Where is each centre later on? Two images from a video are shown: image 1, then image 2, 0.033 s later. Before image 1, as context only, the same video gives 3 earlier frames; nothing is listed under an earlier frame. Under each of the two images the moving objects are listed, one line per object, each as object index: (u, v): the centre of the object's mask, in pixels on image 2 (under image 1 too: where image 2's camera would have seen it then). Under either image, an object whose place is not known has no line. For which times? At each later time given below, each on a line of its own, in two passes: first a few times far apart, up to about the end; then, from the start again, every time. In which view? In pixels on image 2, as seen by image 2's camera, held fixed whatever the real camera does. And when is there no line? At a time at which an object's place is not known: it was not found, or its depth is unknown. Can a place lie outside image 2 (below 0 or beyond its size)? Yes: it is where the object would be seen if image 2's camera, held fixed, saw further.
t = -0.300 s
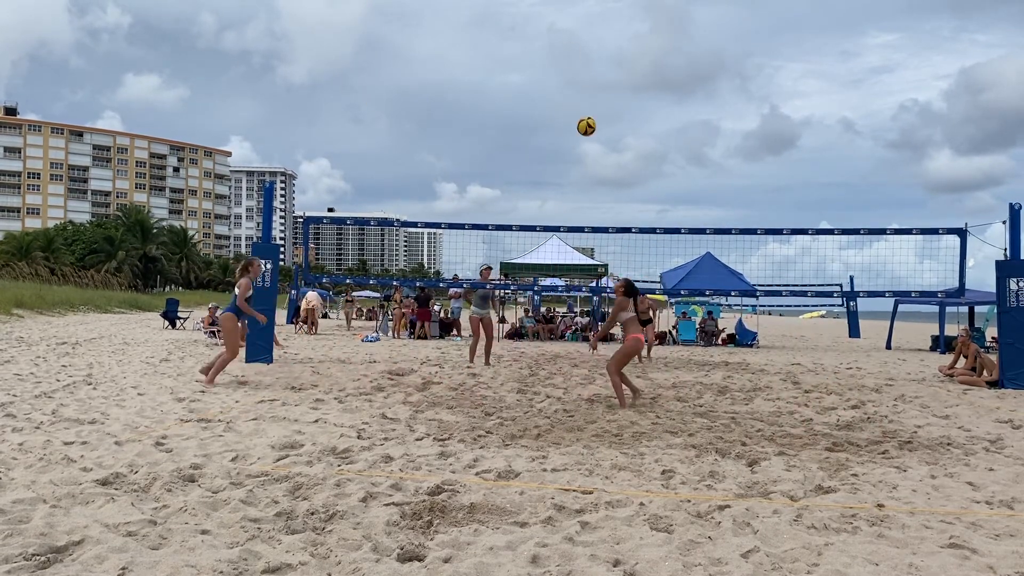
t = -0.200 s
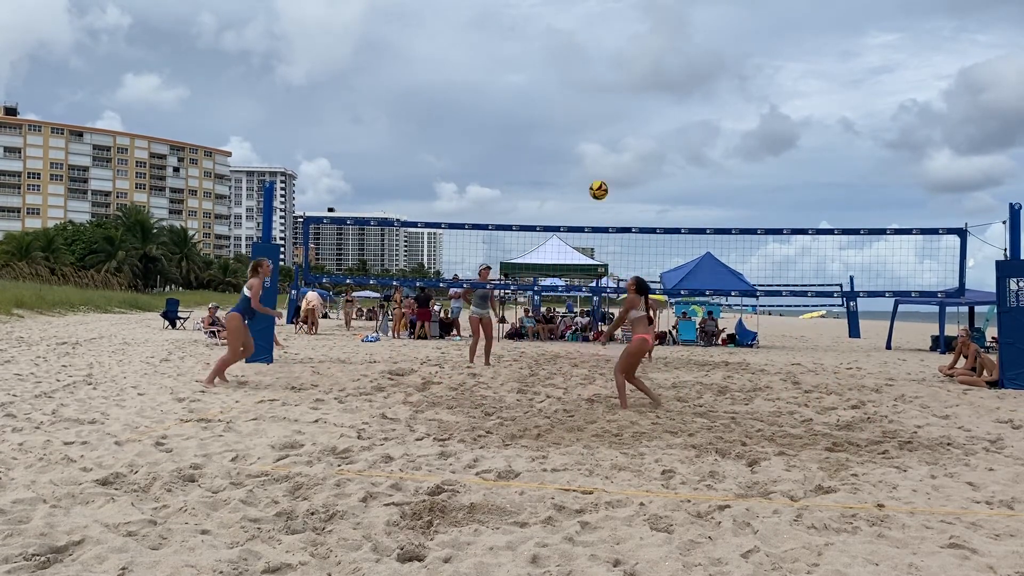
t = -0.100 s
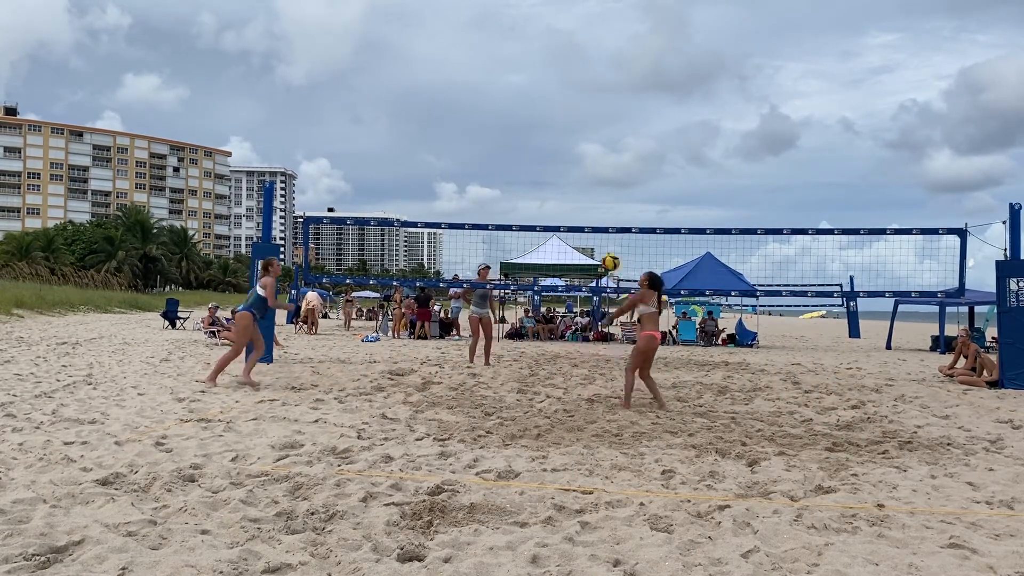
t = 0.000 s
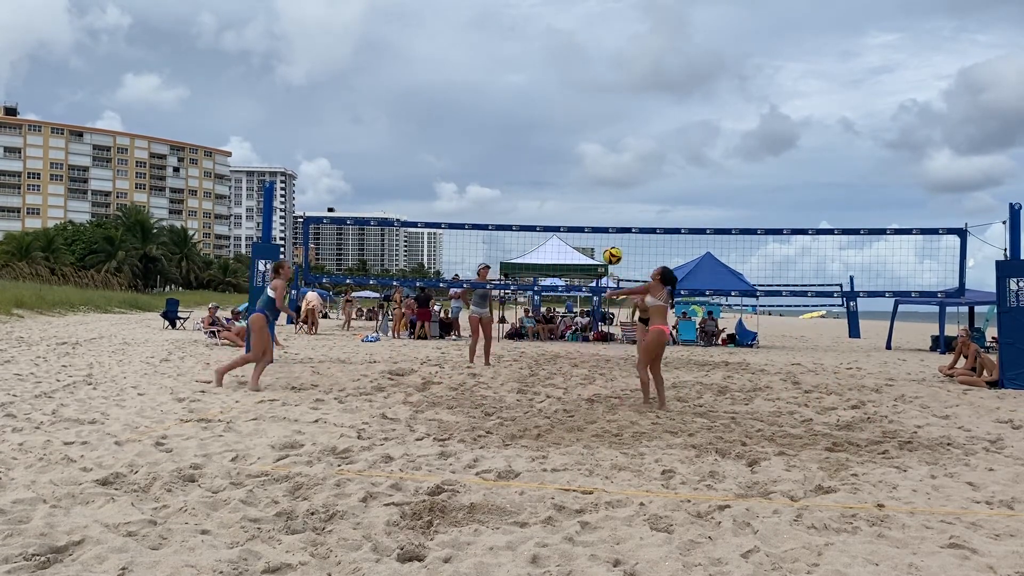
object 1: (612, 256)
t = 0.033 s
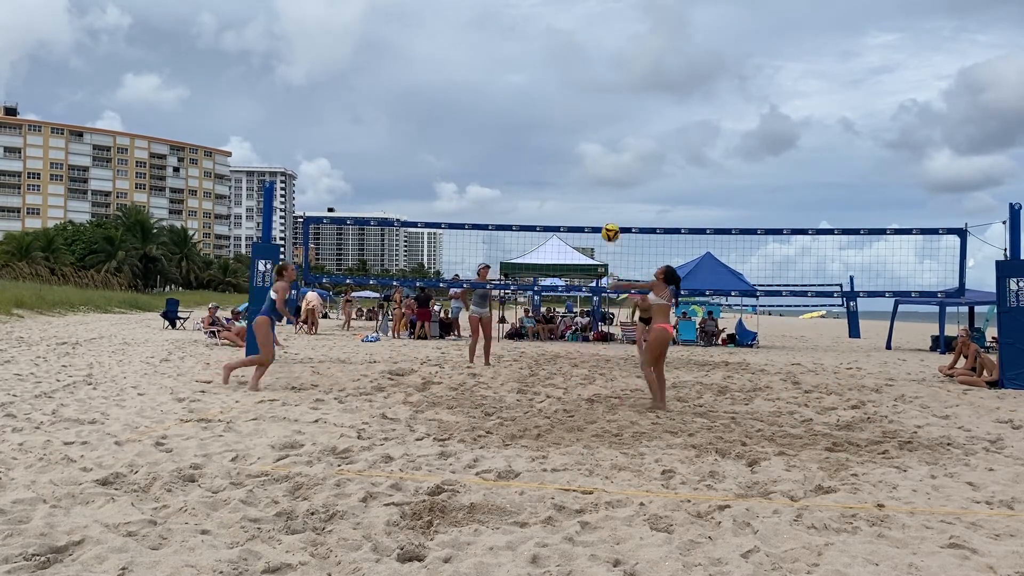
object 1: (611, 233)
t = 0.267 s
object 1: (597, 105)
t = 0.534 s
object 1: (580, 25)
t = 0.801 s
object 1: (563, 8)
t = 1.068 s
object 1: (546, 43)
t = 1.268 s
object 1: (535, 100)
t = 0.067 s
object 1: (608, 211)
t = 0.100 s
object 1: (607, 190)
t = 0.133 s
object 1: (604, 171)
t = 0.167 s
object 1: (602, 153)
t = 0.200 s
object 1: (600, 135)
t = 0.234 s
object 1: (599, 119)
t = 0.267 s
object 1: (597, 105)
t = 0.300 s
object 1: (594, 91)
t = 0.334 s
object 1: (592, 78)
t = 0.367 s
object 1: (590, 67)
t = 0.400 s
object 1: (588, 56)
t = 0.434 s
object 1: (586, 47)
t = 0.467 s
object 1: (584, 39)
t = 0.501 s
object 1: (582, 31)
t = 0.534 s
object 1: (580, 25)
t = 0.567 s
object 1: (577, 20)
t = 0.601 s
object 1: (575, 16)
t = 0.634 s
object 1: (573, 12)
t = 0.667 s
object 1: (571, 9)
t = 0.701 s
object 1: (569, 8)
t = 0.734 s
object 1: (567, 7)
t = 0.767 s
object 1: (565, 7)
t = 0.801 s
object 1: (563, 8)
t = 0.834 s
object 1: (561, 9)
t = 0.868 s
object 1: (559, 12)
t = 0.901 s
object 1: (557, 15)
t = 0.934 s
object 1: (555, 19)
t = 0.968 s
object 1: (553, 24)
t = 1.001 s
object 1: (551, 30)
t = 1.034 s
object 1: (549, 36)
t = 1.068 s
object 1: (546, 43)
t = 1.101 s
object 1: (545, 51)
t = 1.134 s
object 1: (543, 59)
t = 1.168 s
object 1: (541, 68)
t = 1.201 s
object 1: (539, 78)
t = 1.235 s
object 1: (537, 89)
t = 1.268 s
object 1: (535, 100)
